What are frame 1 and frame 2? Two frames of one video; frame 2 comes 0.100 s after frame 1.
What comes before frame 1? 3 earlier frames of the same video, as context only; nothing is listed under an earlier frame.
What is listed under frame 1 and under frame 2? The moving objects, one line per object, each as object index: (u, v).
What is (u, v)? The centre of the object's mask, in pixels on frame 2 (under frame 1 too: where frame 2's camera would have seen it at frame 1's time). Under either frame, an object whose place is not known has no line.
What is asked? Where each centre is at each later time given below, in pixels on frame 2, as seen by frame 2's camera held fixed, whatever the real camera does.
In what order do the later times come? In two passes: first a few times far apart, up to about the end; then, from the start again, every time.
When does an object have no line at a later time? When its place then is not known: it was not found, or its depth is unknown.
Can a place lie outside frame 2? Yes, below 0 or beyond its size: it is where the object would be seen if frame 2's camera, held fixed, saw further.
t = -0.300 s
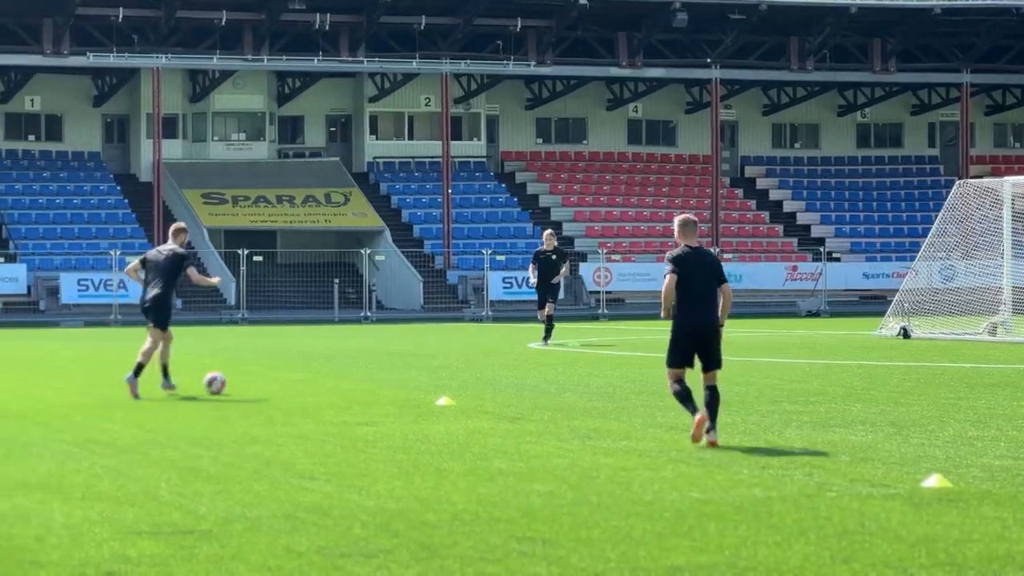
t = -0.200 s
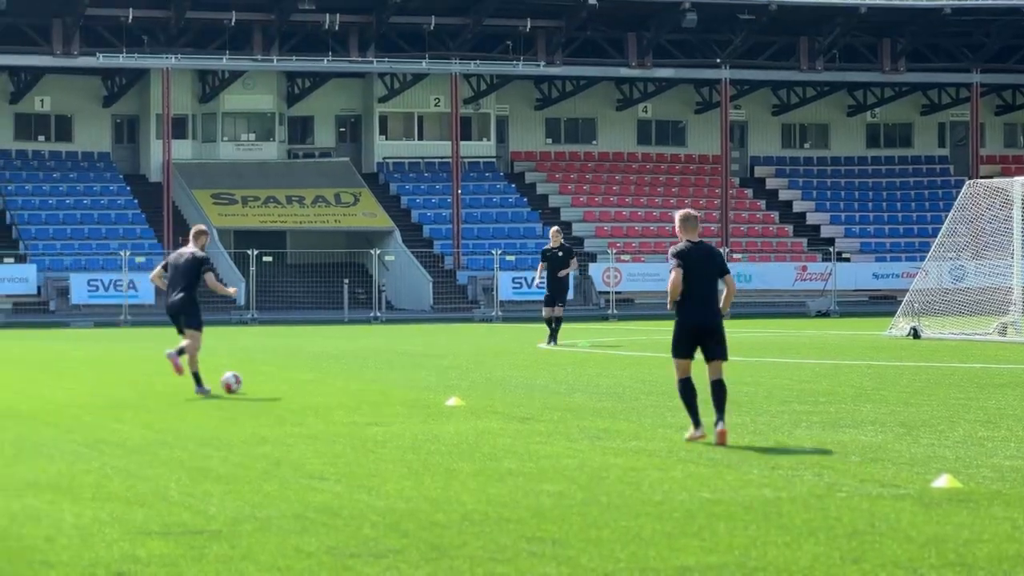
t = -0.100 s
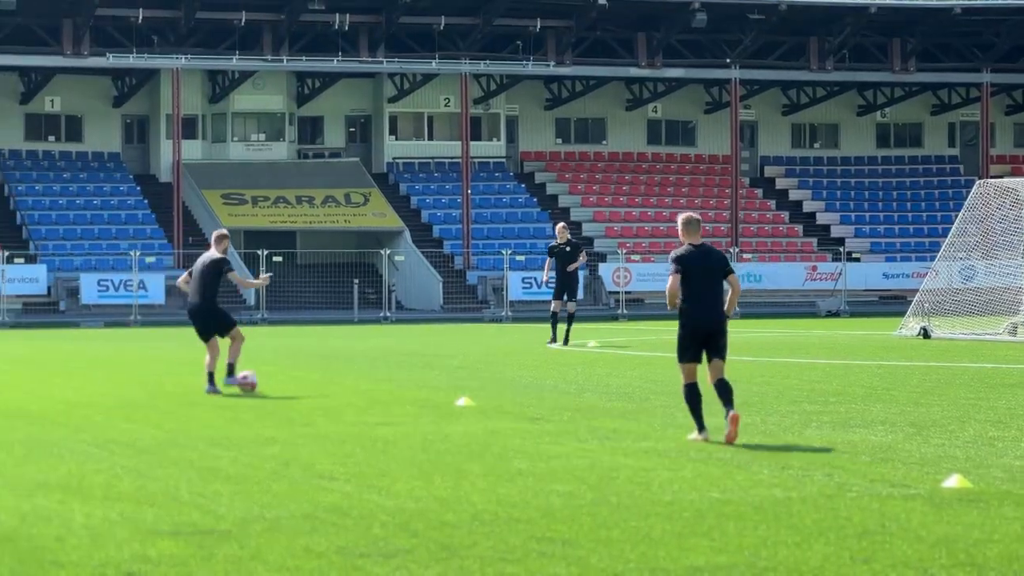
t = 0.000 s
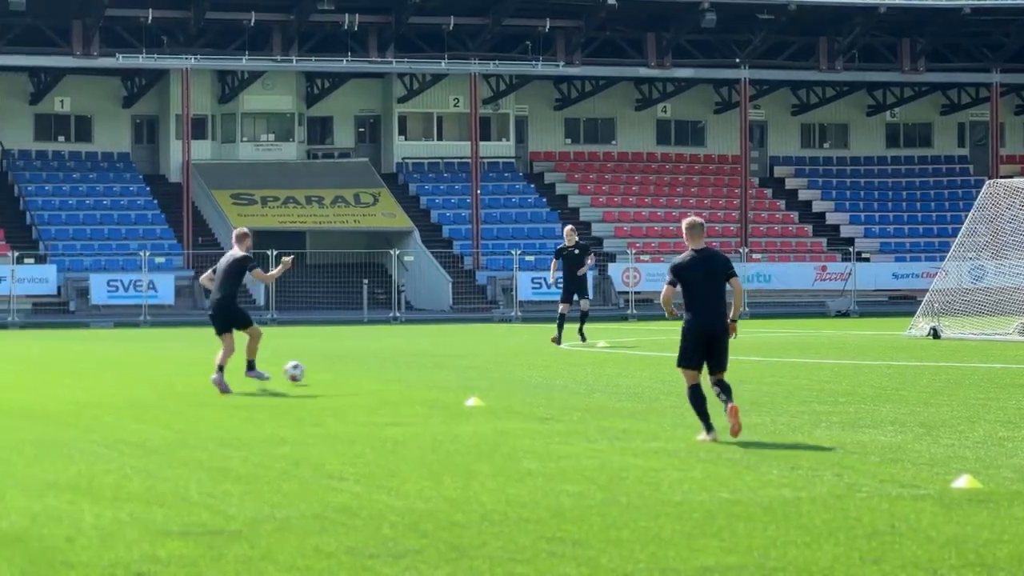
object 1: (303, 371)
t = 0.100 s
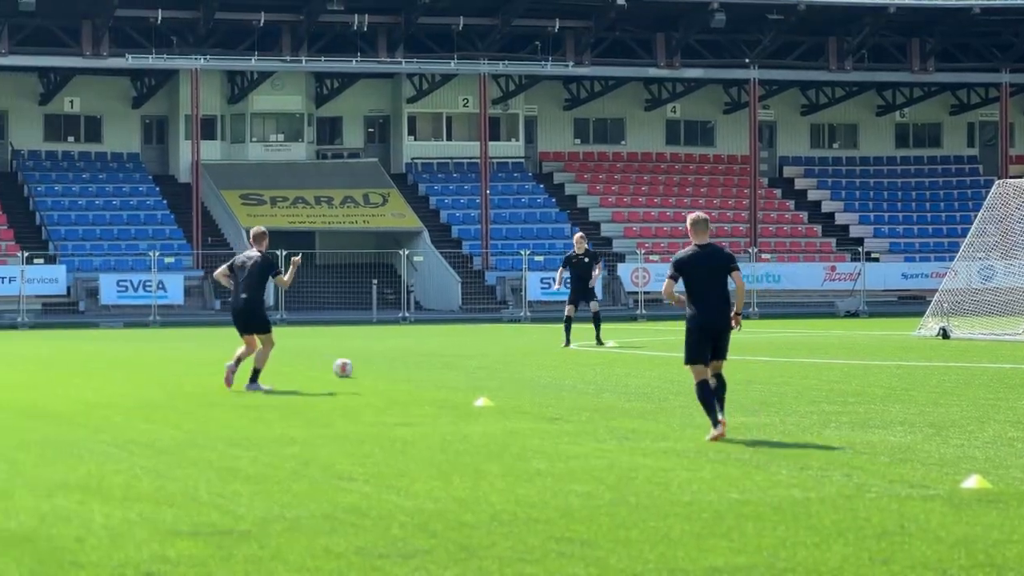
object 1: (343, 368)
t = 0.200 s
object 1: (374, 359)
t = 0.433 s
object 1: (428, 348)
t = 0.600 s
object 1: (454, 342)
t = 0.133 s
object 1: (353, 365)
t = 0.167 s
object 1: (364, 362)
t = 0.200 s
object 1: (374, 359)
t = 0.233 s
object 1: (384, 359)
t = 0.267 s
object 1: (392, 359)
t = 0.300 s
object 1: (400, 356)
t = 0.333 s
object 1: (408, 352)
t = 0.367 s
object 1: (415, 350)
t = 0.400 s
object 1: (422, 348)
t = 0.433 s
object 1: (428, 348)
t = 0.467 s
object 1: (435, 349)
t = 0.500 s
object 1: (440, 348)
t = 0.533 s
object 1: (445, 345)
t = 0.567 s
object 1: (450, 343)
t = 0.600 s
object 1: (454, 342)
